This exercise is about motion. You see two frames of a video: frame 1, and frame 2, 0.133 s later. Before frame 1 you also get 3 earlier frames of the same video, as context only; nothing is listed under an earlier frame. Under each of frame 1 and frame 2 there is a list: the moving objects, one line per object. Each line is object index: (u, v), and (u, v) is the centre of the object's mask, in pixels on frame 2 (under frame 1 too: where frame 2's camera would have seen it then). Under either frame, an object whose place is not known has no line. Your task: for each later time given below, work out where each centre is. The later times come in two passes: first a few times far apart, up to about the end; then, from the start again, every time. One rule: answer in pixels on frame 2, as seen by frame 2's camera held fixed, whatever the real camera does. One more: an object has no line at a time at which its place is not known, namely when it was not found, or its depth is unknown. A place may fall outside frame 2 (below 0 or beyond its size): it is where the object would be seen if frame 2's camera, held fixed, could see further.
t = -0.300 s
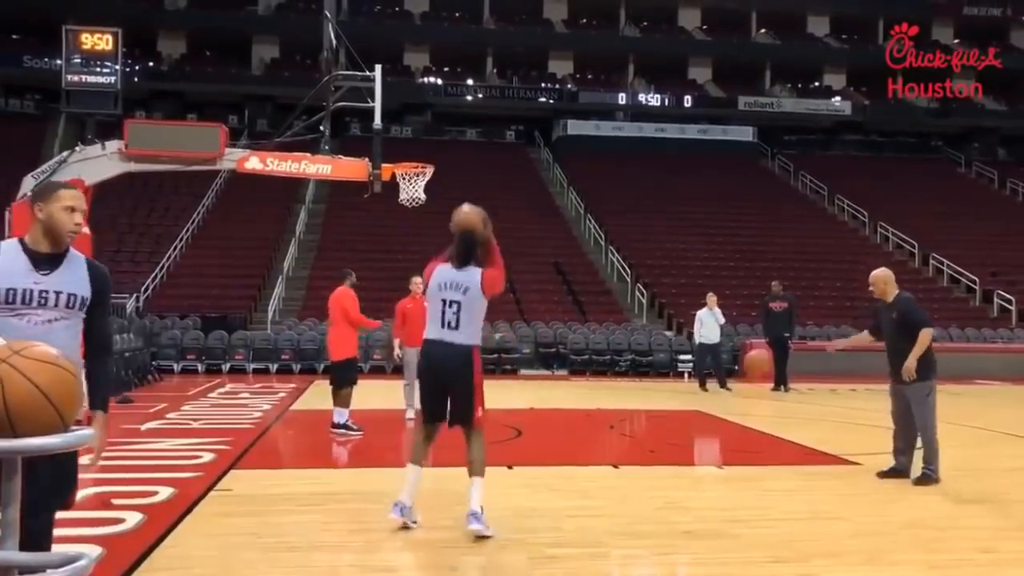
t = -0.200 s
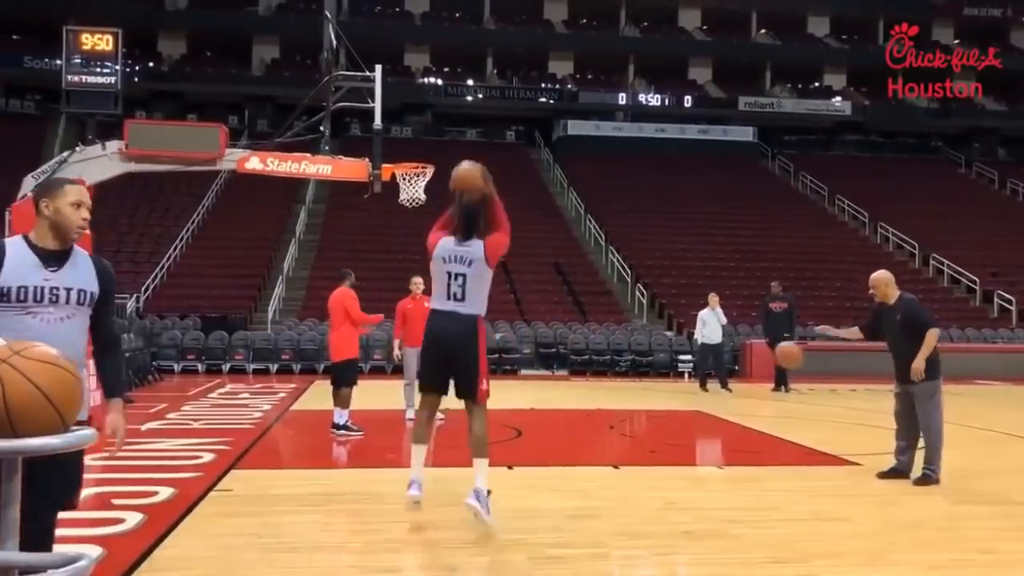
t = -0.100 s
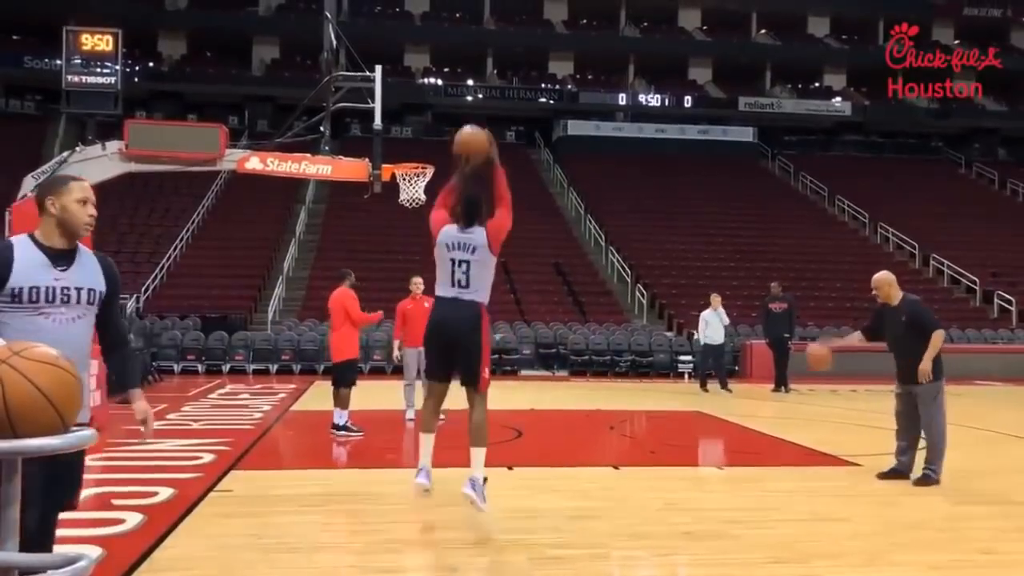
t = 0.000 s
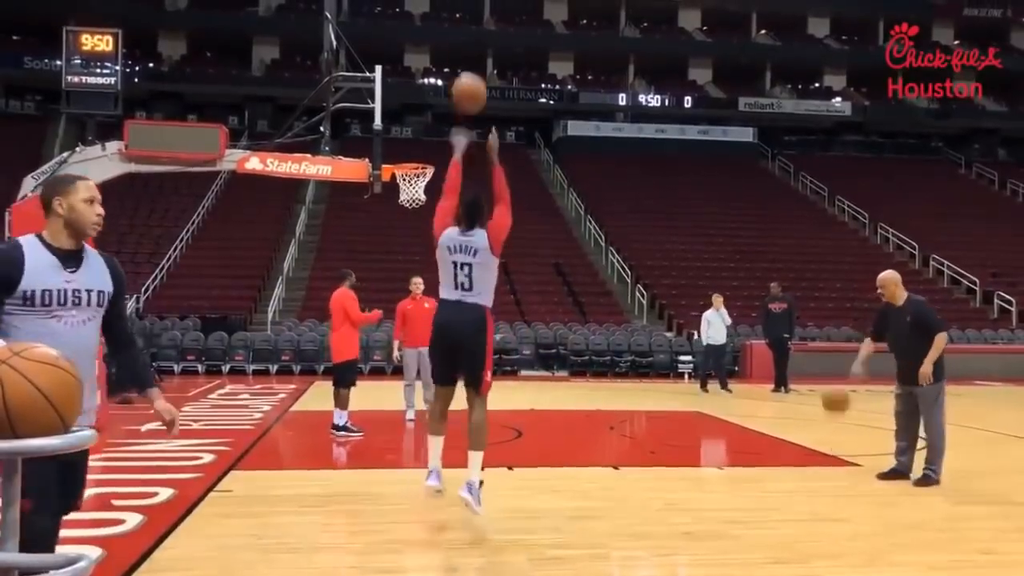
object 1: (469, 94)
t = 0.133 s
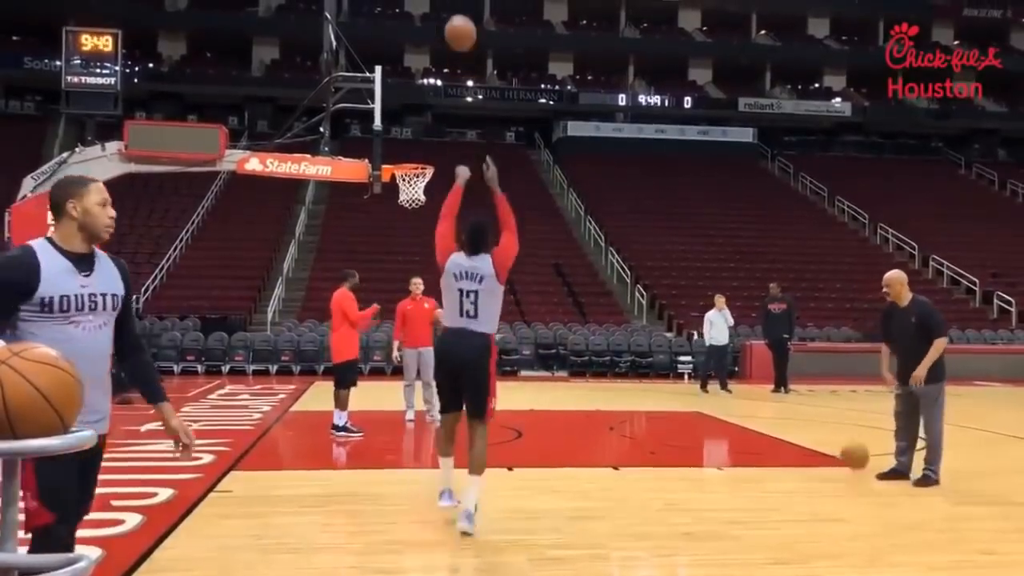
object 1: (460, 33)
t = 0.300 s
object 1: (450, 7)
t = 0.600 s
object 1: (433, 27)
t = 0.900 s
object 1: (420, 124)
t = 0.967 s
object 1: (416, 152)
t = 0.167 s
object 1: (458, 24)
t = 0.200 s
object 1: (456, 16)
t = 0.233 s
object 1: (454, 12)
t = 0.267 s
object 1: (452, 9)
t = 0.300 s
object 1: (450, 7)
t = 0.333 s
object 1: (447, 6)
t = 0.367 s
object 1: (446, 6)
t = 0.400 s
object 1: (444, 6)
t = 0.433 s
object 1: (442, 7)
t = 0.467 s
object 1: (440, 8)
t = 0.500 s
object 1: (438, 10)
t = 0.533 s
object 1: (437, 14)
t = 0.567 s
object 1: (435, 20)
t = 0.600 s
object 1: (433, 27)
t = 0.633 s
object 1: (432, 35)
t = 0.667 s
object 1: (431, 43)
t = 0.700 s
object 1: (429, 52)
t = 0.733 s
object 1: (428, 62)
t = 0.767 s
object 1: (425, 73)
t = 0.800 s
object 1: (424, 85)
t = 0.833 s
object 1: (422, 98)
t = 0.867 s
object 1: (421, 111)
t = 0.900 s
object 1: (420, 124)
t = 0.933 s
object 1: (418, 138)
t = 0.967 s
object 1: (416, 152)
